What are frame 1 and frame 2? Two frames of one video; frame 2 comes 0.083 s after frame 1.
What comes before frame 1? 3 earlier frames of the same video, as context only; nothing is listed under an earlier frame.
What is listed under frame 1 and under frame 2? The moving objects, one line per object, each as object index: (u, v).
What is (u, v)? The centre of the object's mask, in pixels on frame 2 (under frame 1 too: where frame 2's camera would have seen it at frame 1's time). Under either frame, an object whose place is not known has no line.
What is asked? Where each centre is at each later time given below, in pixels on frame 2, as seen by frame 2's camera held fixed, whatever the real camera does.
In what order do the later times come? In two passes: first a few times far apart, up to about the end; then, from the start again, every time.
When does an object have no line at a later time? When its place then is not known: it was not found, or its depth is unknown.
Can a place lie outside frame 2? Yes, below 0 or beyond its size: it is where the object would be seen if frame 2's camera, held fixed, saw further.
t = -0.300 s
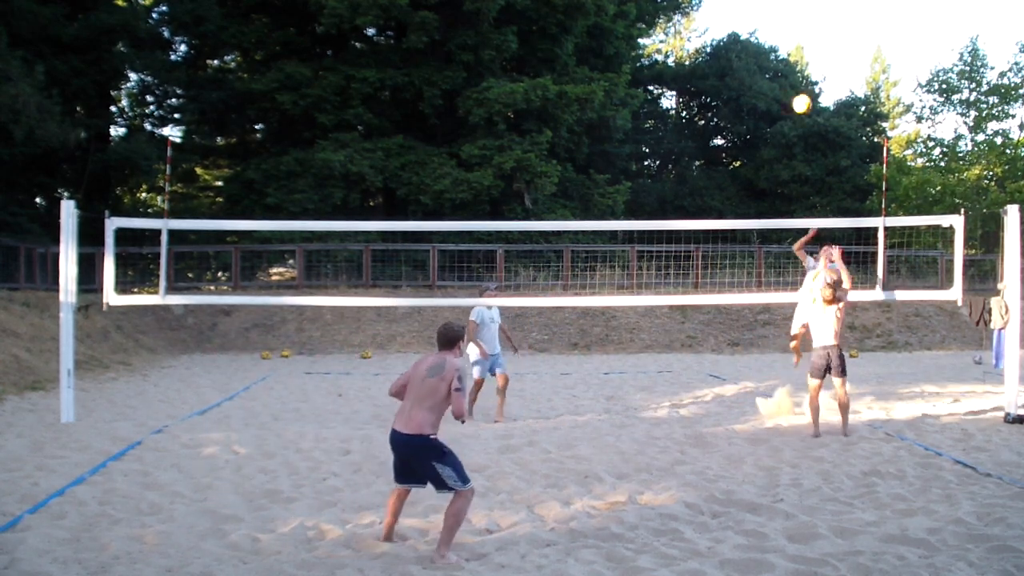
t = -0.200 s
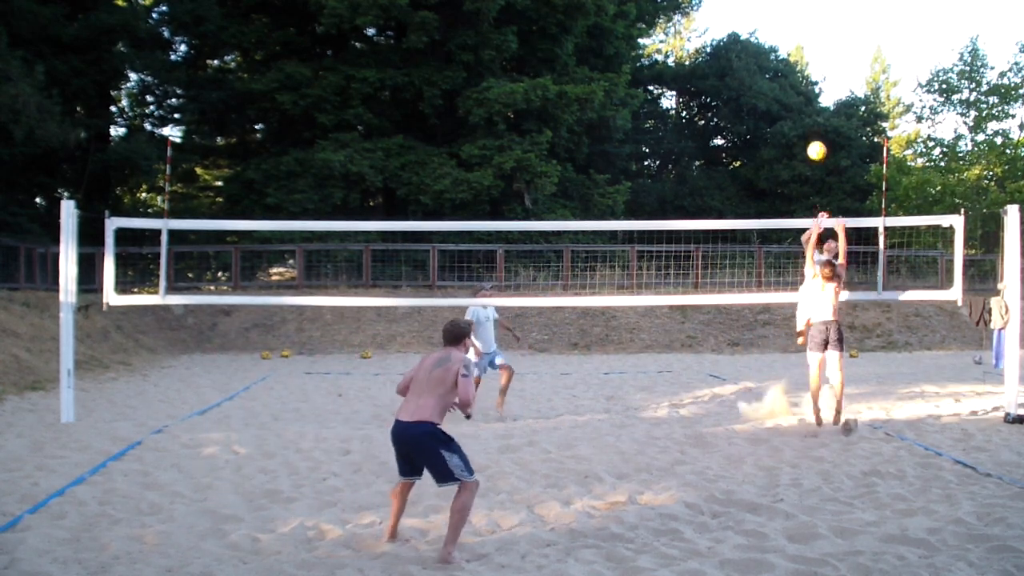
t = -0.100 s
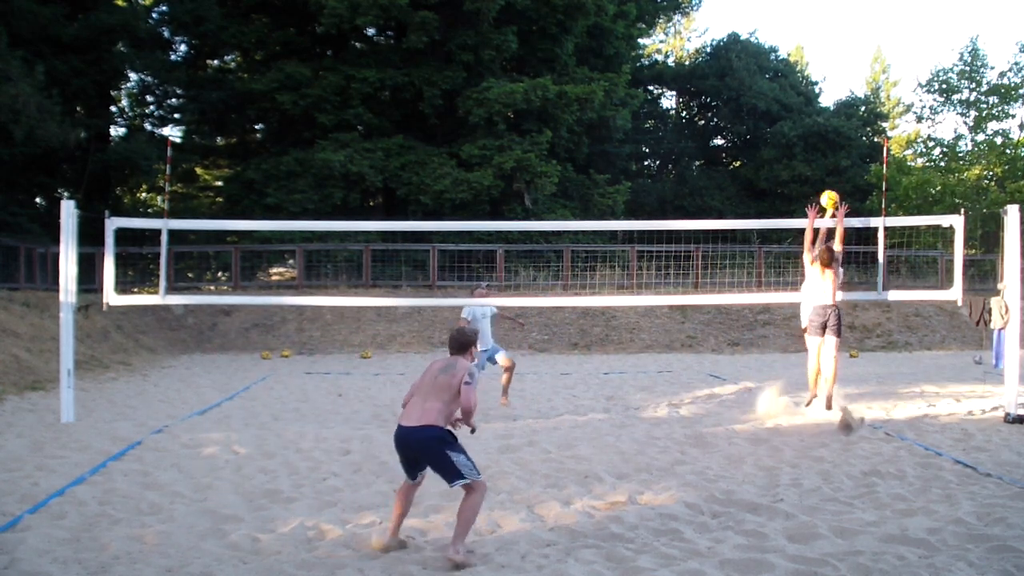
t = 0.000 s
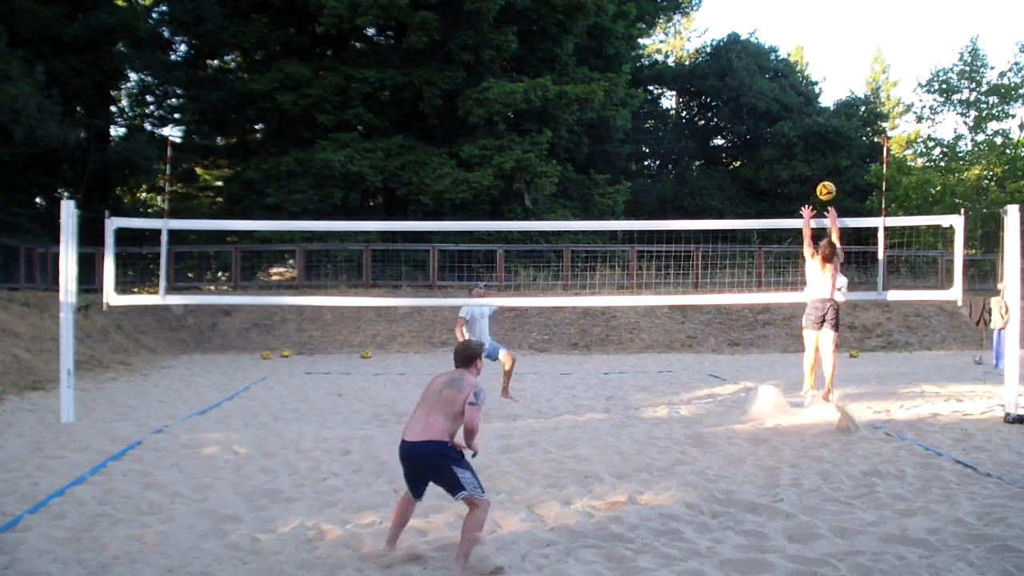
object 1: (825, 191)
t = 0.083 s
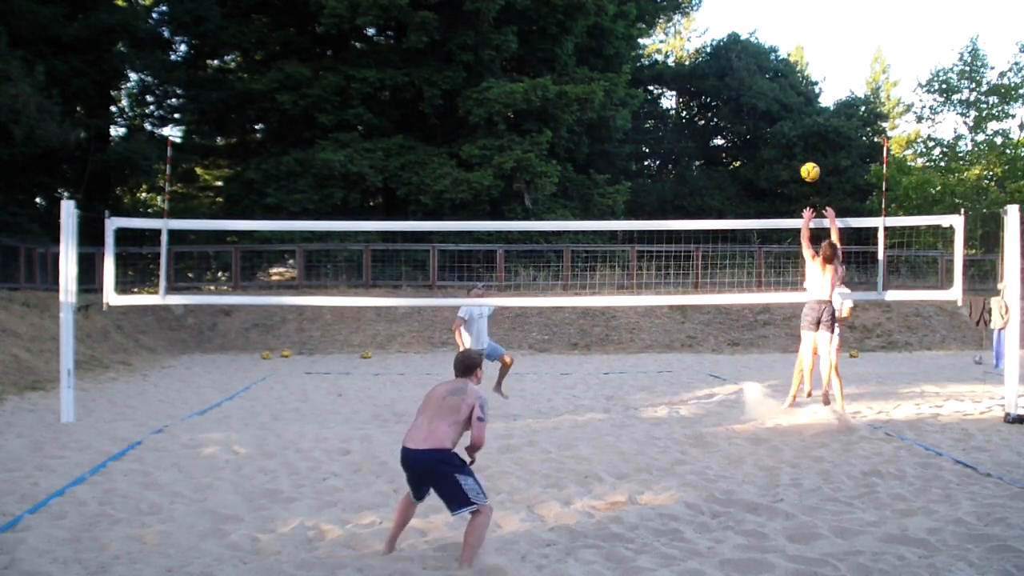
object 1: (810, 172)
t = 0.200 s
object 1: (787, 155)
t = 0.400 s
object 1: (749, 154)
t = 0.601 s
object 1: (711, 186)
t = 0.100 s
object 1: (807, 169)
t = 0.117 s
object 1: (803, 165)
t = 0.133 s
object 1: (800, 163)
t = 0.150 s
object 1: (797, 160)
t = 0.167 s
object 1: (794, 158)
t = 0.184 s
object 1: (791, 156)
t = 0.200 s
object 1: (787, 155)
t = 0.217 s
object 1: (784, 154)
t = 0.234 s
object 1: (781, 152)
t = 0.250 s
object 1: (778, 152)
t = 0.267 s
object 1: (775, 151)
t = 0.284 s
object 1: (771, 150)
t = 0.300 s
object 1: (768, 150)
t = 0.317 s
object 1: (765, 150)
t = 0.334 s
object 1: (762, 150)
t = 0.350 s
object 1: (759, 151)
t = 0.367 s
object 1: (756, 152)
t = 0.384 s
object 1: (752, 153)
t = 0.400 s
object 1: (749, 154)
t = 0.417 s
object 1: (746, 155)
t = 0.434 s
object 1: (743, 157)
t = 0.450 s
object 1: (740, 158)
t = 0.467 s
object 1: (736, 161)
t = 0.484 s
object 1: (733, 163)
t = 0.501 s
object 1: (730, 166)
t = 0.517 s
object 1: (727, 169)
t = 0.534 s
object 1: (724, 172)
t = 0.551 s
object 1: (721, 175)
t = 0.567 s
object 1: (717, 178)
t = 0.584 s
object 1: (714, 182)
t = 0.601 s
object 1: (711, 186)
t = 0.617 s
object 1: (708, 191)
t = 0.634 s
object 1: (705, 195)
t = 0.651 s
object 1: (701, 200)
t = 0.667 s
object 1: (698, 205)
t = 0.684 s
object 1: (695, 210)
